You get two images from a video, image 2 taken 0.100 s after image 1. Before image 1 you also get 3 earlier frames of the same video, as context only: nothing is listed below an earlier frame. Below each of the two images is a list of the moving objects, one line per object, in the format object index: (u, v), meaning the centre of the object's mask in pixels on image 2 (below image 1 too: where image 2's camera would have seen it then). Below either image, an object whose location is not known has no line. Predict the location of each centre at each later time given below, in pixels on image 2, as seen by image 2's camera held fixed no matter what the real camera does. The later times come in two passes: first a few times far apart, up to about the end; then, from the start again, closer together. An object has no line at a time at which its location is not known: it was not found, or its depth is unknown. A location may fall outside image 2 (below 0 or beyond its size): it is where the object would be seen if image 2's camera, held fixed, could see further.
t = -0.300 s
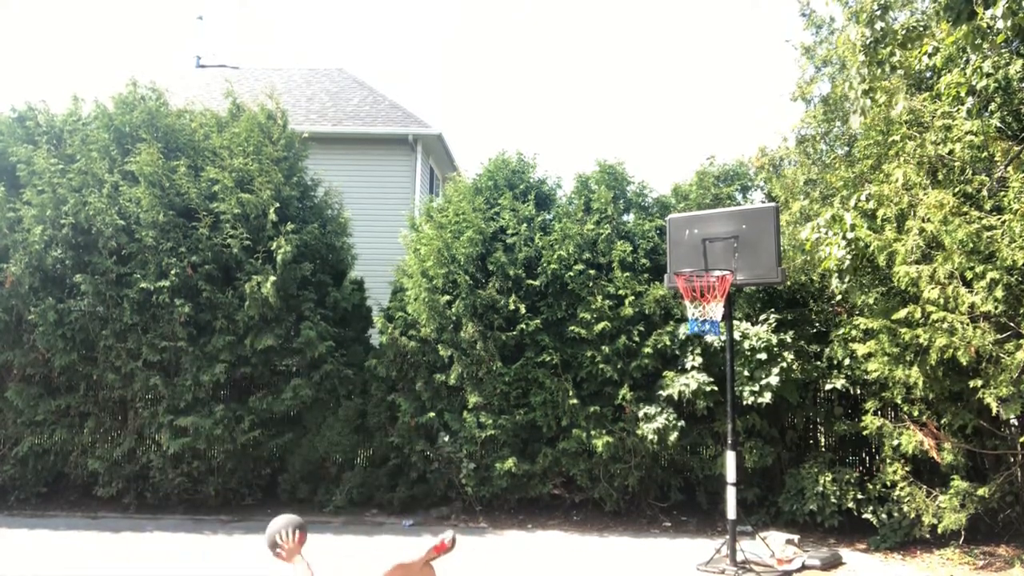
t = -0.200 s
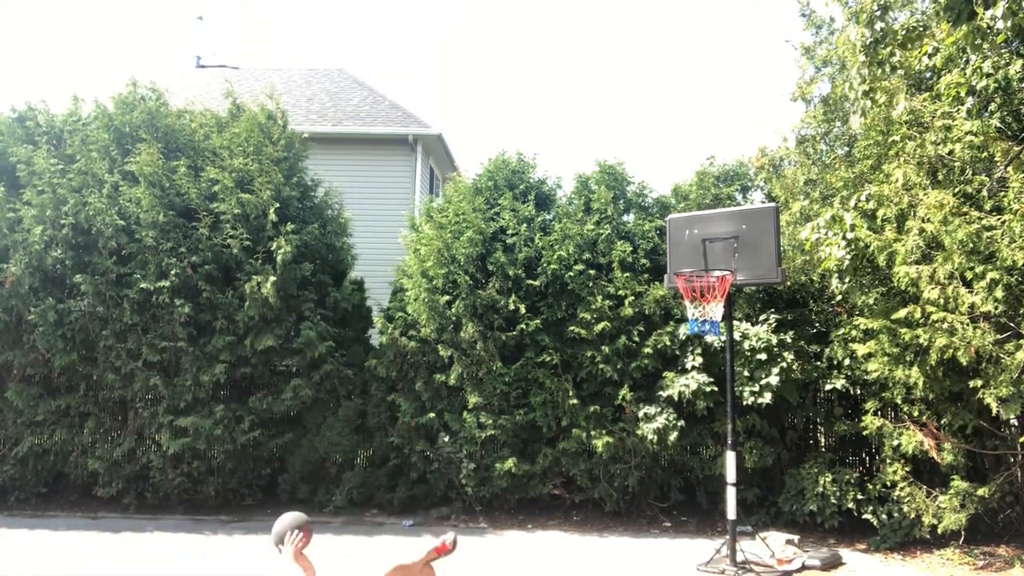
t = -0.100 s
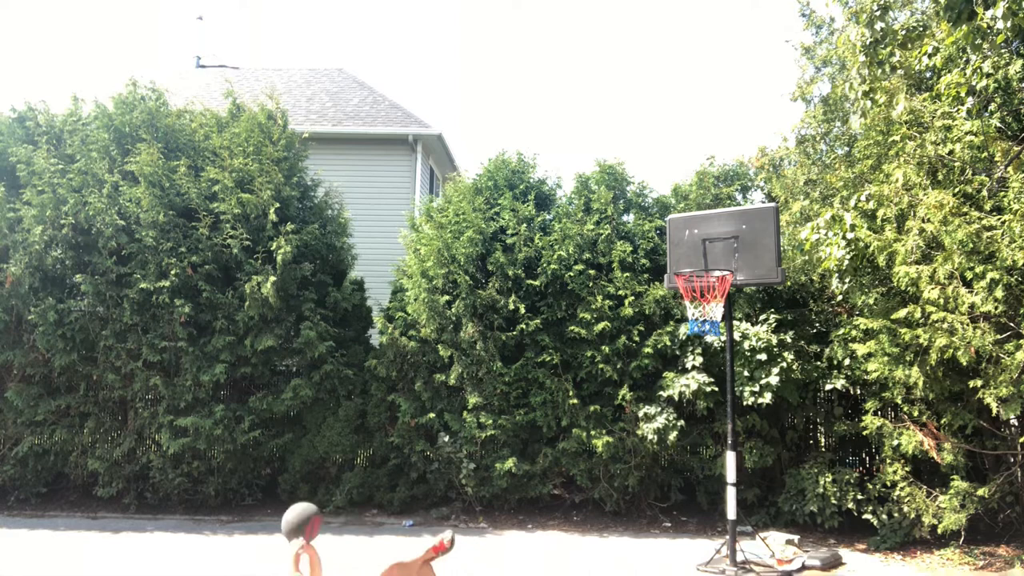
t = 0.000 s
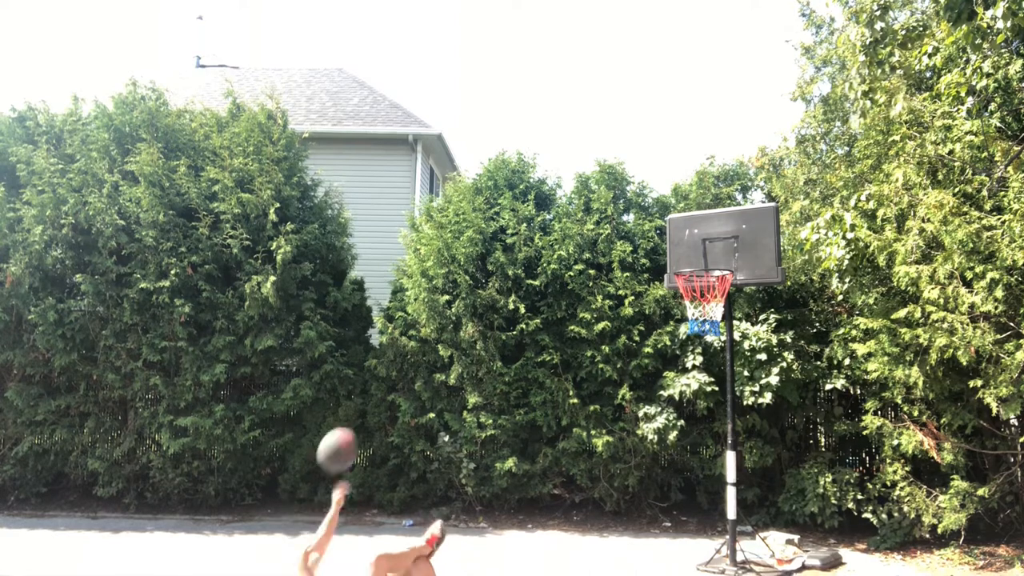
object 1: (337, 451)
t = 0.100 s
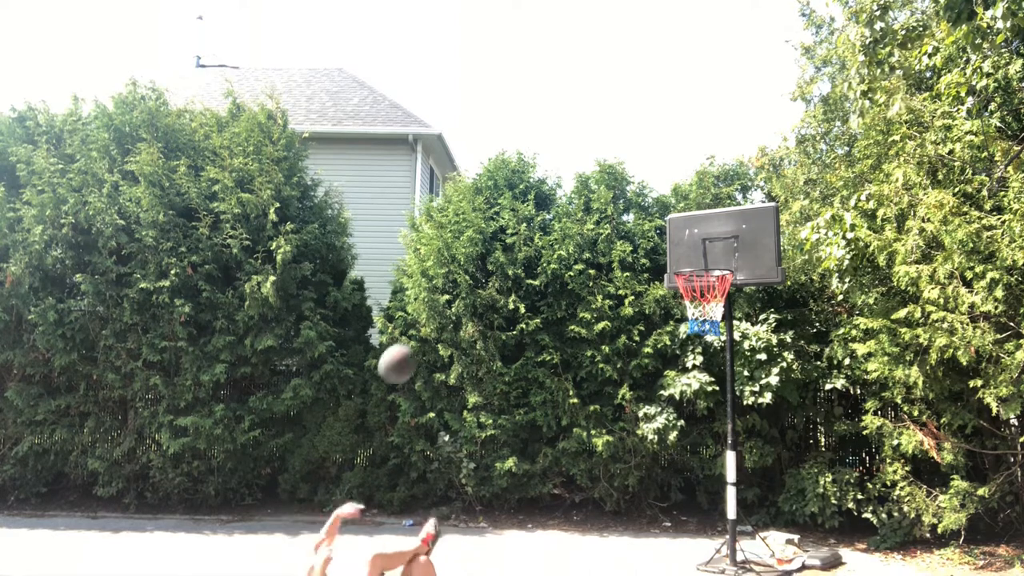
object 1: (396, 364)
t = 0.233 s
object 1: (465, 286)
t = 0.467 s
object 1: (562, 229)
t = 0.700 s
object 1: (641, 245)
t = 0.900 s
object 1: (628, 274)
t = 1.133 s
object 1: (548, 338)
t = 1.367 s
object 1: (461, 470)
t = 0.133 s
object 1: (415, 341)
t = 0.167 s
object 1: (432, 319)
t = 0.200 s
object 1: (449, 302)
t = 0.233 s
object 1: (465, 286)
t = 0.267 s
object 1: (480, 272)
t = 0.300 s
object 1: (495, 261)
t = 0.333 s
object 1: (509, 251)
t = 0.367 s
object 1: (522, 243)
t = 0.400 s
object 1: (536, 237)
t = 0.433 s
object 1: (549, 232)
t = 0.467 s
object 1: (562, 229)
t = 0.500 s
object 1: (575, 227)
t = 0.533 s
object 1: (586, 228)
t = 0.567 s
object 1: (599, 229)
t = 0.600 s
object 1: (609, 231)
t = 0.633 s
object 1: (618, 234)
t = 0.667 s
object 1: (630, 240)
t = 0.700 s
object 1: (641, 245)
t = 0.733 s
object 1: (653, 253)
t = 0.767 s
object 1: (662, 261)
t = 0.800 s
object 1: (663, 267)
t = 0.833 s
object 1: (652, 268)
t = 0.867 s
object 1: (640, 270)
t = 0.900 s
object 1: (628, 274)
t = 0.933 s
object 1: (617, 279)
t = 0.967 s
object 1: (606, 285)
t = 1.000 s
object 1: (593, 293)
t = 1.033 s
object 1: (582, 302)
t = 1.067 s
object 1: (572, 313)
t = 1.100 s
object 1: (560, 325)
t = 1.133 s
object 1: (548, 338)
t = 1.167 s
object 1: (536, 352)
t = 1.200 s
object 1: (524, 368)
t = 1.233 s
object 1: (511, 385)
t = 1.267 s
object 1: (499, 403)
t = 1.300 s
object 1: (487, 424)
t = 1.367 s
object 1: (461, 470)
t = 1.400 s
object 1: (447, 494)
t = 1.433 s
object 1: (434, 520)
